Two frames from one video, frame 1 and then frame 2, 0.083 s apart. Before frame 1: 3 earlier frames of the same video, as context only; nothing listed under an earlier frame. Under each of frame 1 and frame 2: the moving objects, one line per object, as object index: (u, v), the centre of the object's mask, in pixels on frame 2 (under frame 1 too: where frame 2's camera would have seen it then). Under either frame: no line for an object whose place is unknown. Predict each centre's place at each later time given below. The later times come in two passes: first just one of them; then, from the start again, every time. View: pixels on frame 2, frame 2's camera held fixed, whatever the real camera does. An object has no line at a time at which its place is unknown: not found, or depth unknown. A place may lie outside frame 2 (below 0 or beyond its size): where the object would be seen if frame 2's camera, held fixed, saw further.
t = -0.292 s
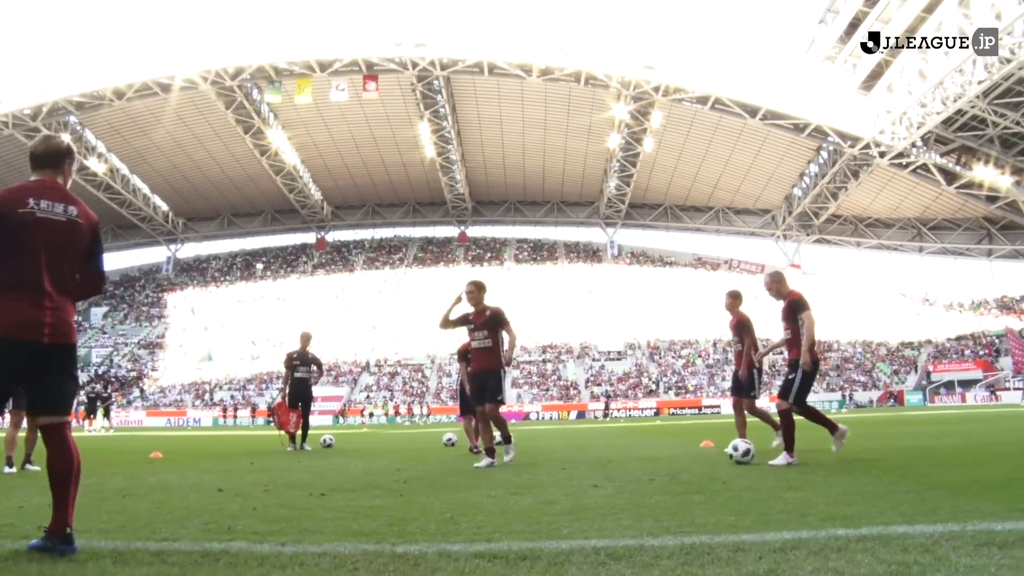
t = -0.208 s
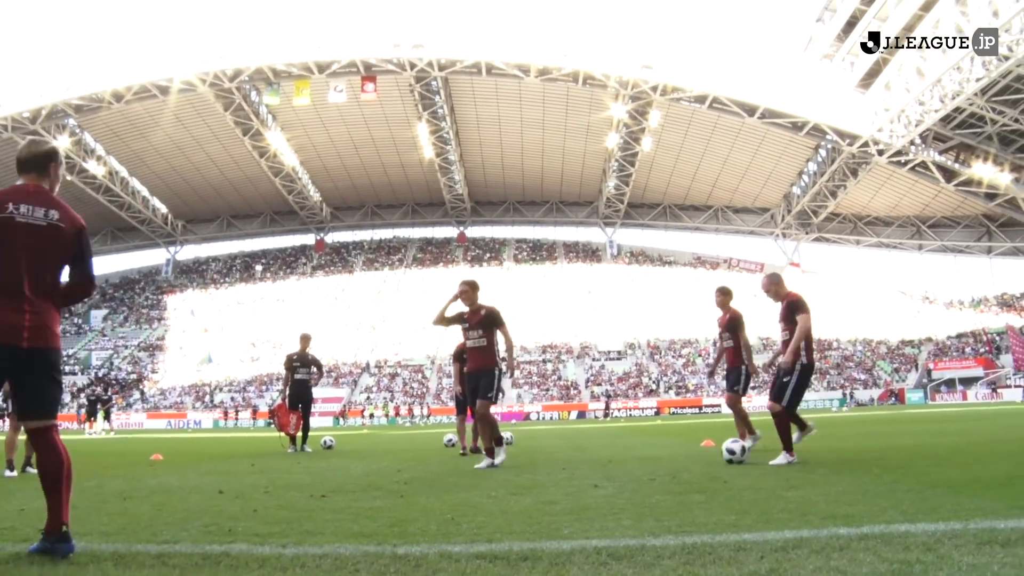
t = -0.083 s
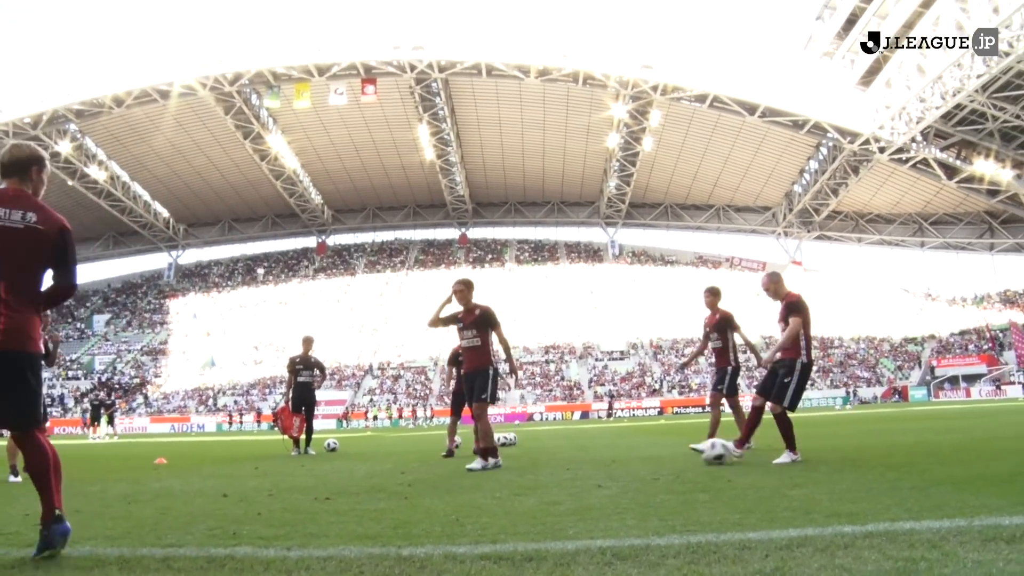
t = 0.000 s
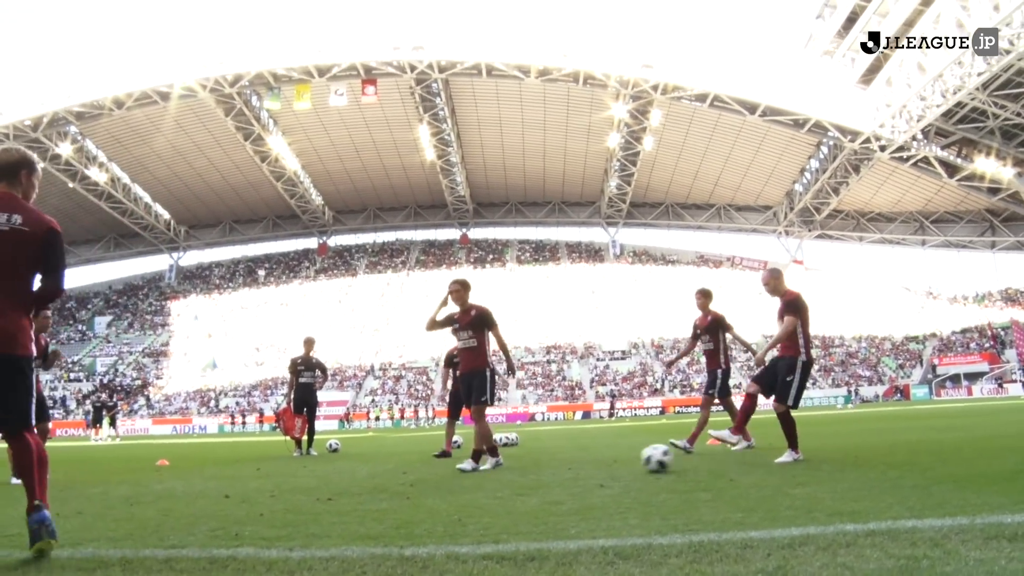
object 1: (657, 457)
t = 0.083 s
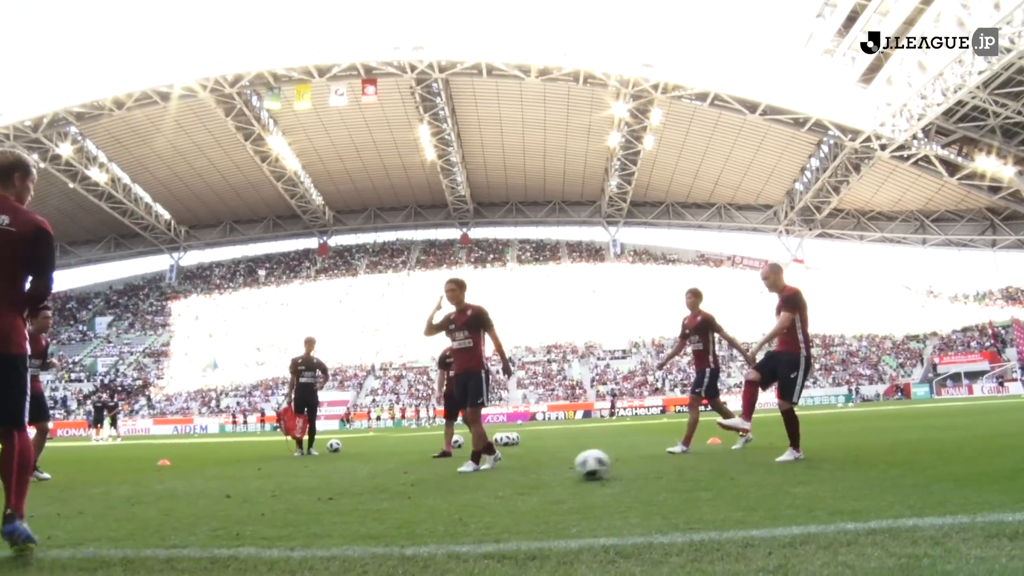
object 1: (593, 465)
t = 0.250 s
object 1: (442, 480)
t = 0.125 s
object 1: (557, 469)
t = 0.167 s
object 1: (521, 472)
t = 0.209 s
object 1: (483, 477)
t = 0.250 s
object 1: (442, 480)
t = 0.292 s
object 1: (402, 484)
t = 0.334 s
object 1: (360, 488)
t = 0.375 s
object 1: (320, 491)
